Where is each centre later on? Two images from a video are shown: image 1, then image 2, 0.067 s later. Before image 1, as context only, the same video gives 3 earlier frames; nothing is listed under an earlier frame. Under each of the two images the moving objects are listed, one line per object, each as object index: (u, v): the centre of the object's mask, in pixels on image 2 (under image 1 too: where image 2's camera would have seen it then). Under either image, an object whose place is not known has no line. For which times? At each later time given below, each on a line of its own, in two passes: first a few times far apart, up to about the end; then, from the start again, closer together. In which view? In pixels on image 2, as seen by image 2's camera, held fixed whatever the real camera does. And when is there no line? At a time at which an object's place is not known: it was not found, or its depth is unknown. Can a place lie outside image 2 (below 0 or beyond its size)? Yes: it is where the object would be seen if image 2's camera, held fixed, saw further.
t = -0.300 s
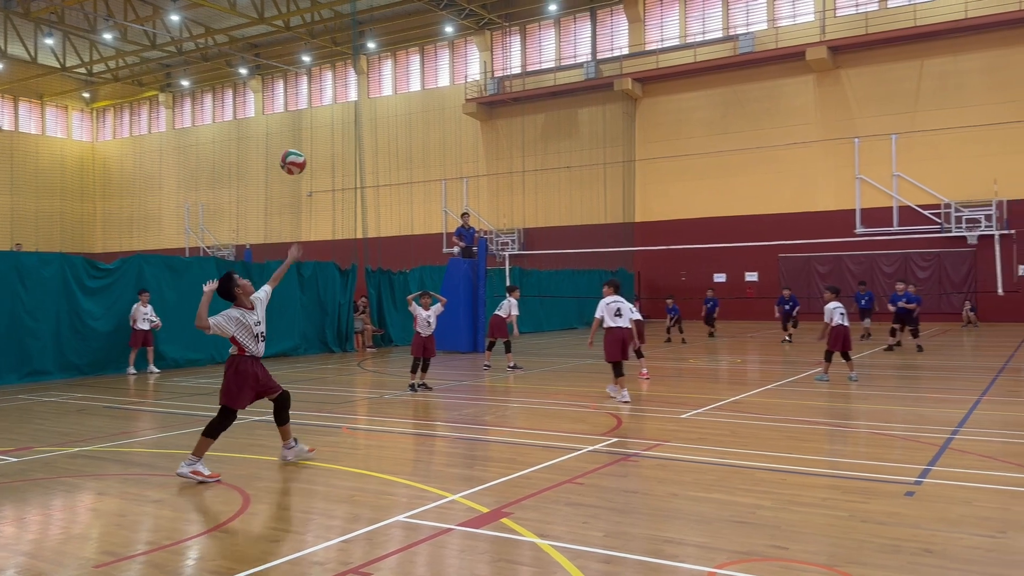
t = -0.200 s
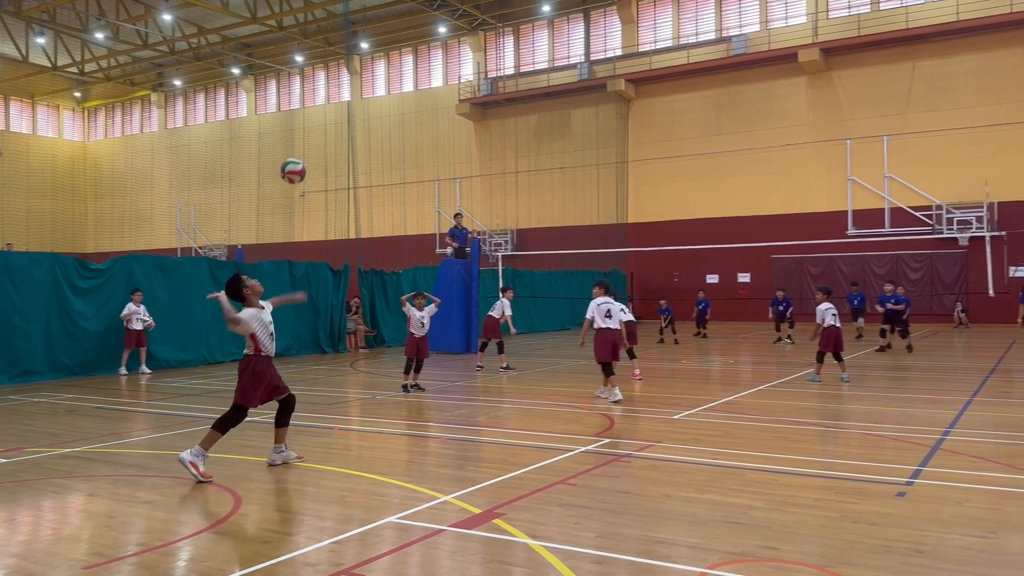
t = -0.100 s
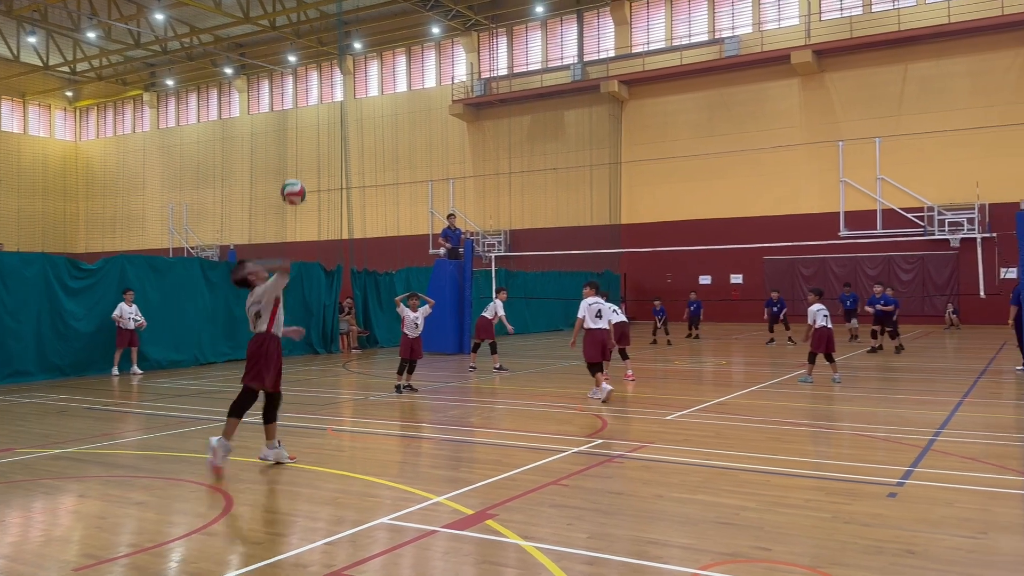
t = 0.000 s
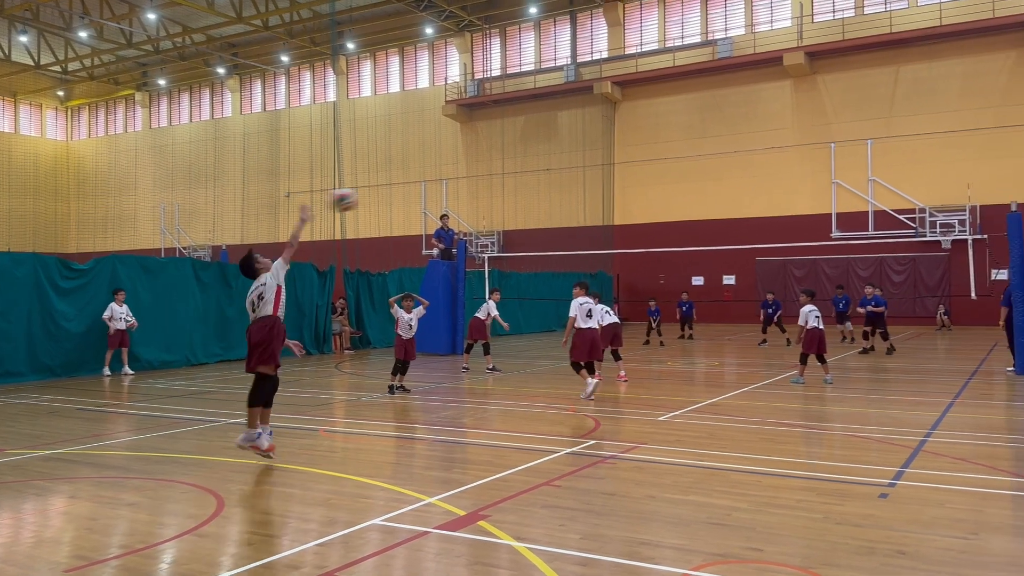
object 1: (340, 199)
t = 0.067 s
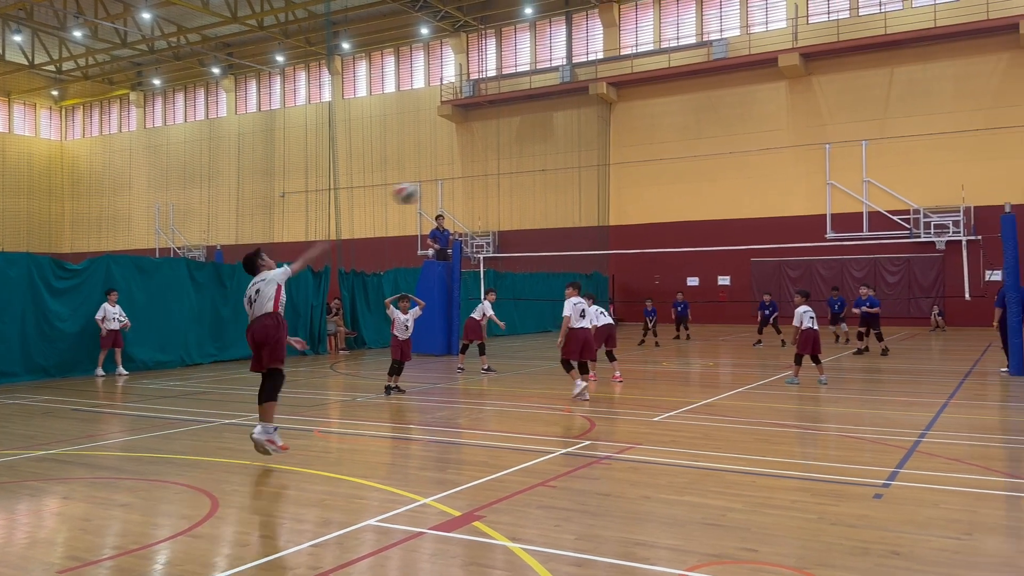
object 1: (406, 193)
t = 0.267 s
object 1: (566, 200)
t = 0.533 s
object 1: (715, 256)
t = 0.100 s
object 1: (437, 192)
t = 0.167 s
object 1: (494, 191)
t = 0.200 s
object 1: (518, 193)
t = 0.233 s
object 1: (542, 196)
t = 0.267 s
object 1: (566, 200)
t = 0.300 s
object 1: (587, 204)
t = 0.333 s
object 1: (608, 210)
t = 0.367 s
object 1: (628, 216)
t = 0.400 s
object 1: (647, 223)
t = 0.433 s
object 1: (665, 230)
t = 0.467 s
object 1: (682, 238)
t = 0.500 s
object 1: (698, 246)
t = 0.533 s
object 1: (715, 256)
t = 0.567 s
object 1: (730, 265)
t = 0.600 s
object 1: (744, 275)
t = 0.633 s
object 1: (758, 286)
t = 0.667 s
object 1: (772, 297)
